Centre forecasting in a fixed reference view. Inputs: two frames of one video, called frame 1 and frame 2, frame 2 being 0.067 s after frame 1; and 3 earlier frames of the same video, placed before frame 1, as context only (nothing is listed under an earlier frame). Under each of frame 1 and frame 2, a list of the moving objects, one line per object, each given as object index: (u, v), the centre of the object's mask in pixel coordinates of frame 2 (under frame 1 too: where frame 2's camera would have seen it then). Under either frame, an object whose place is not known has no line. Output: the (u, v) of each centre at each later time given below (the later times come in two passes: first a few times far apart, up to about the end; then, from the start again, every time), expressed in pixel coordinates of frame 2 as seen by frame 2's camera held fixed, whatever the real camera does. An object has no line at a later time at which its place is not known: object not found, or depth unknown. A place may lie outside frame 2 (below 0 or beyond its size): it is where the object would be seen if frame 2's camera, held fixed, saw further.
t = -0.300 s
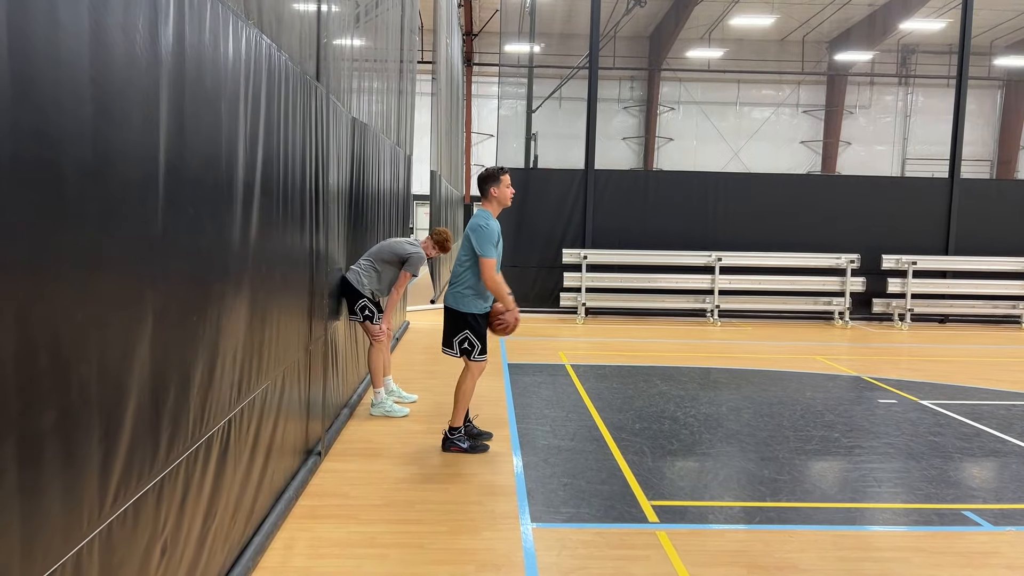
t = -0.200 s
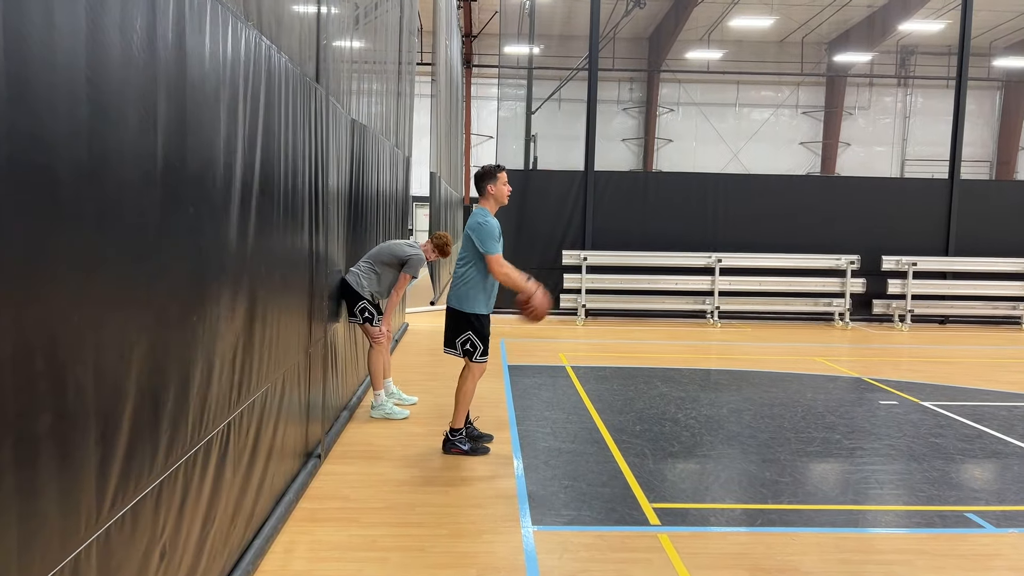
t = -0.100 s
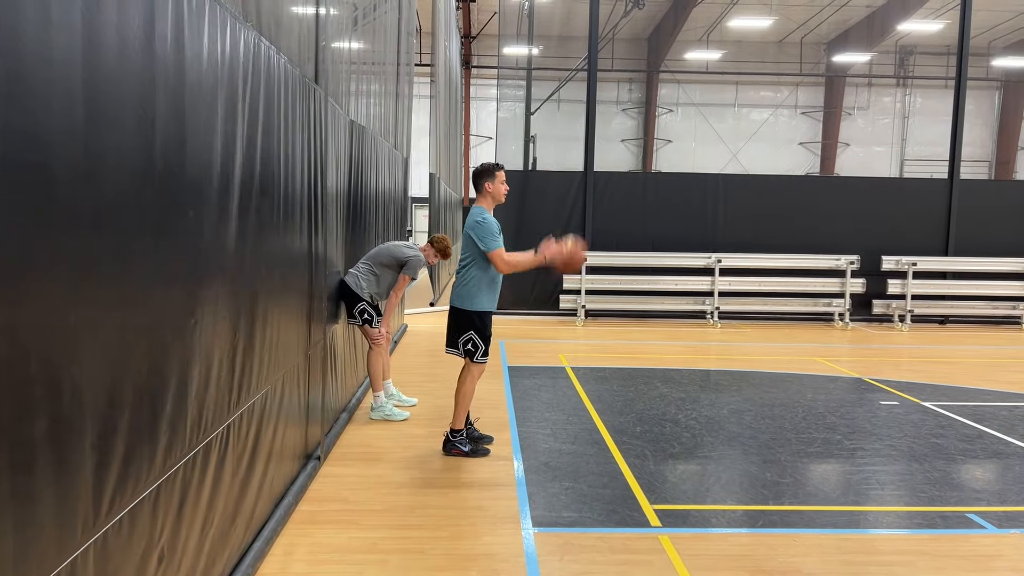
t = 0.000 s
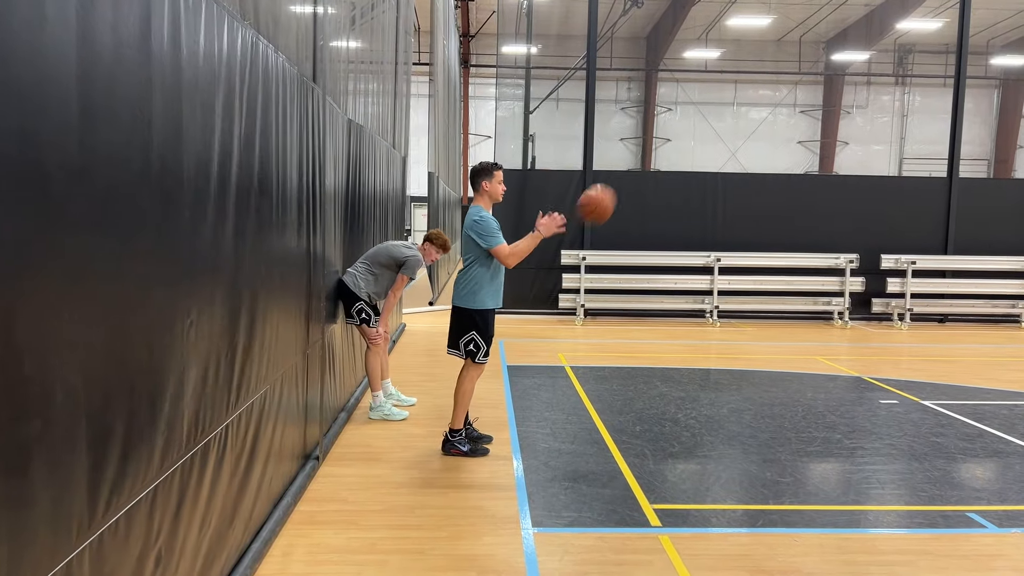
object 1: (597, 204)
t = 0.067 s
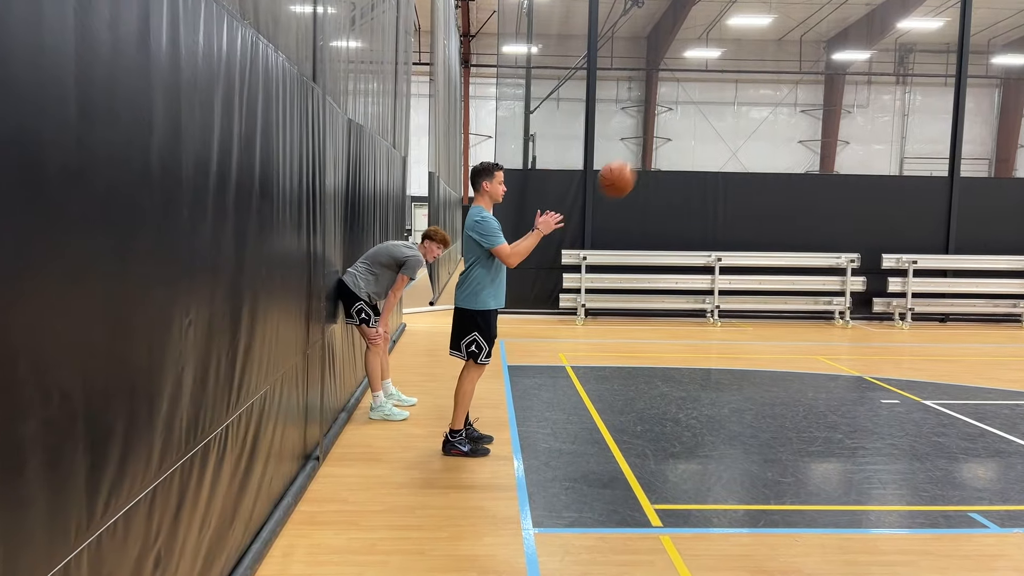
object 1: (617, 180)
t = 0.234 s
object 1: (662, 141)
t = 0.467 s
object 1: (722, 159)
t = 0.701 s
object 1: (776, 252)
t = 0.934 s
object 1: (832, 418)
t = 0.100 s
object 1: (626, 169)
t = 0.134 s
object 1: (636, 159)
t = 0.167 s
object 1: (645, 150)
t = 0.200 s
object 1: (654, 145)
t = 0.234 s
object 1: (662, 141)
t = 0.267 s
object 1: (672, 139)
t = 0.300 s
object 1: (681, 139)
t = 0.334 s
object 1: (690, 139)
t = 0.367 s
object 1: (698, 141)
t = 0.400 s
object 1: (706, 145)
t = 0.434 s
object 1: (714, 151)
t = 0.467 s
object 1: (722, 159)
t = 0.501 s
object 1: (731, 169)
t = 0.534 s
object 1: (739, 179)
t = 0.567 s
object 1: (746, 190)
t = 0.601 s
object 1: (754, 203)
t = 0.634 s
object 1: (760, 218)
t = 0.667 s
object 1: (768, 234)
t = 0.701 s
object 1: (776, 252)
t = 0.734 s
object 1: (784, 274)
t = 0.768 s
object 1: (791, 293)
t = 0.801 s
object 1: (799, 314)
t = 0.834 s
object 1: (808, 339)
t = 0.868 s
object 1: (813, 365)
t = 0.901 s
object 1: (823, 392)
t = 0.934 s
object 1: (832, 418)
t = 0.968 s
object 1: (835, 424)
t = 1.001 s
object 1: (832, 403)
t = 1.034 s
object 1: (829, 385)
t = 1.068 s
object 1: (824, 365)
